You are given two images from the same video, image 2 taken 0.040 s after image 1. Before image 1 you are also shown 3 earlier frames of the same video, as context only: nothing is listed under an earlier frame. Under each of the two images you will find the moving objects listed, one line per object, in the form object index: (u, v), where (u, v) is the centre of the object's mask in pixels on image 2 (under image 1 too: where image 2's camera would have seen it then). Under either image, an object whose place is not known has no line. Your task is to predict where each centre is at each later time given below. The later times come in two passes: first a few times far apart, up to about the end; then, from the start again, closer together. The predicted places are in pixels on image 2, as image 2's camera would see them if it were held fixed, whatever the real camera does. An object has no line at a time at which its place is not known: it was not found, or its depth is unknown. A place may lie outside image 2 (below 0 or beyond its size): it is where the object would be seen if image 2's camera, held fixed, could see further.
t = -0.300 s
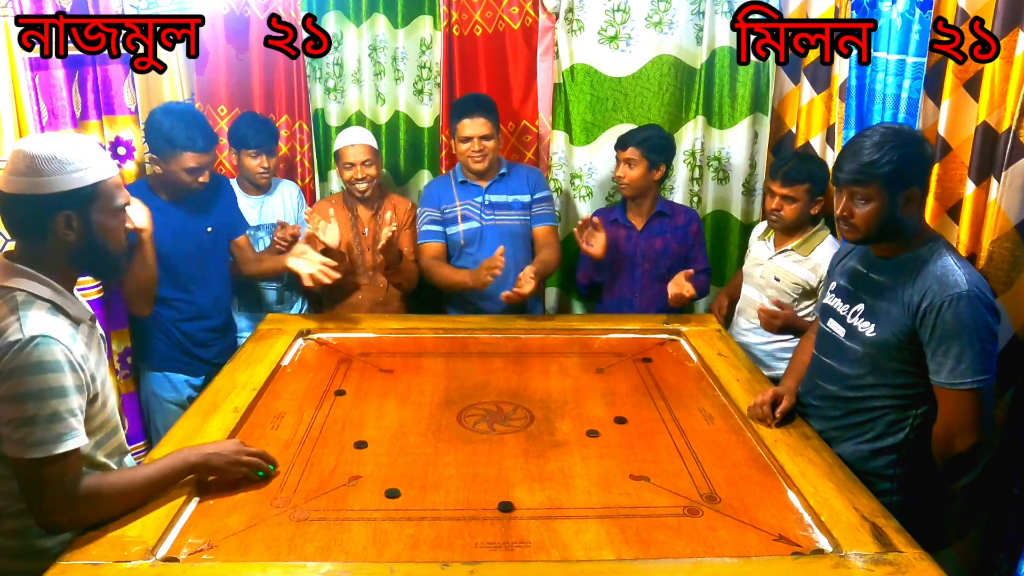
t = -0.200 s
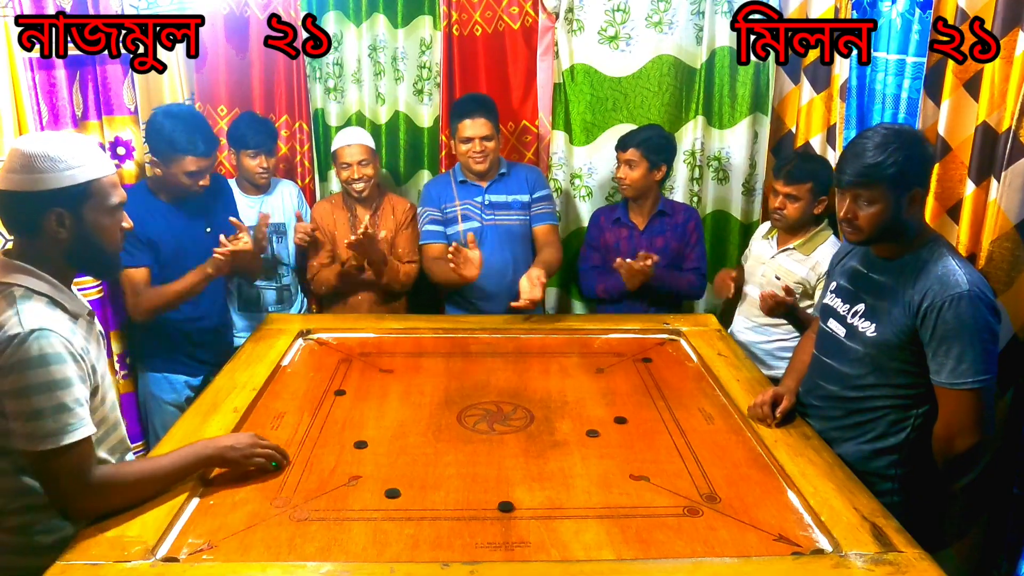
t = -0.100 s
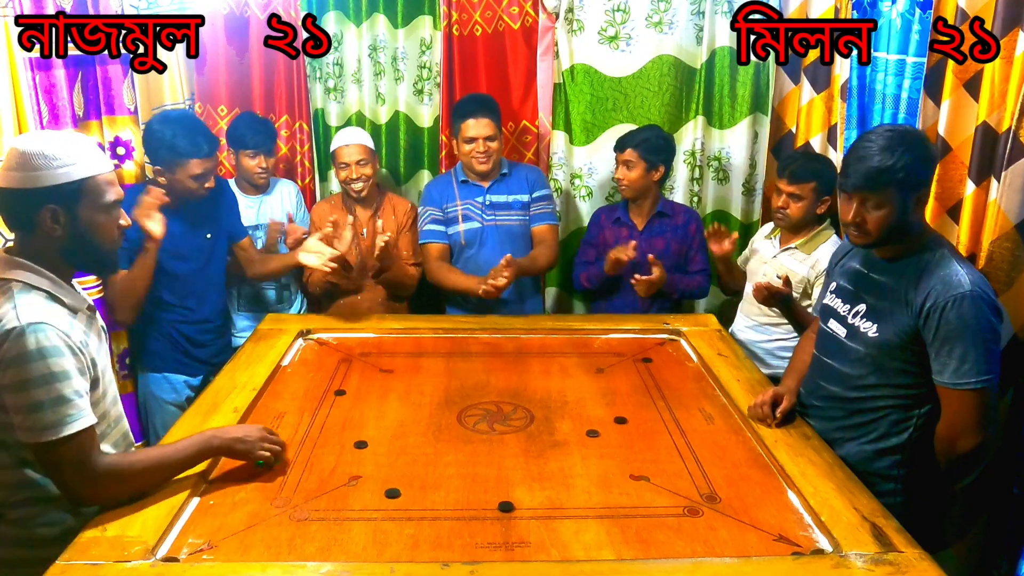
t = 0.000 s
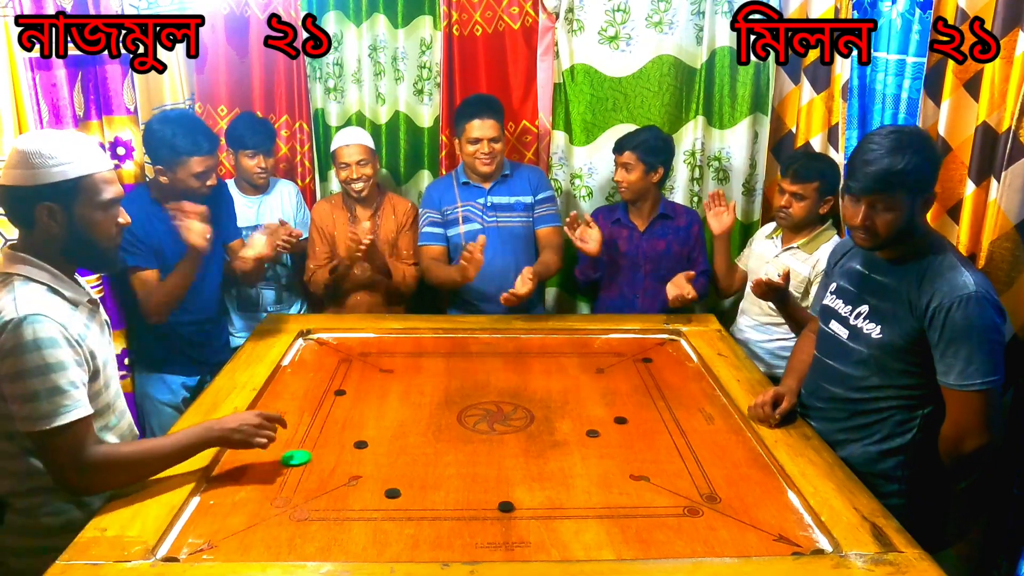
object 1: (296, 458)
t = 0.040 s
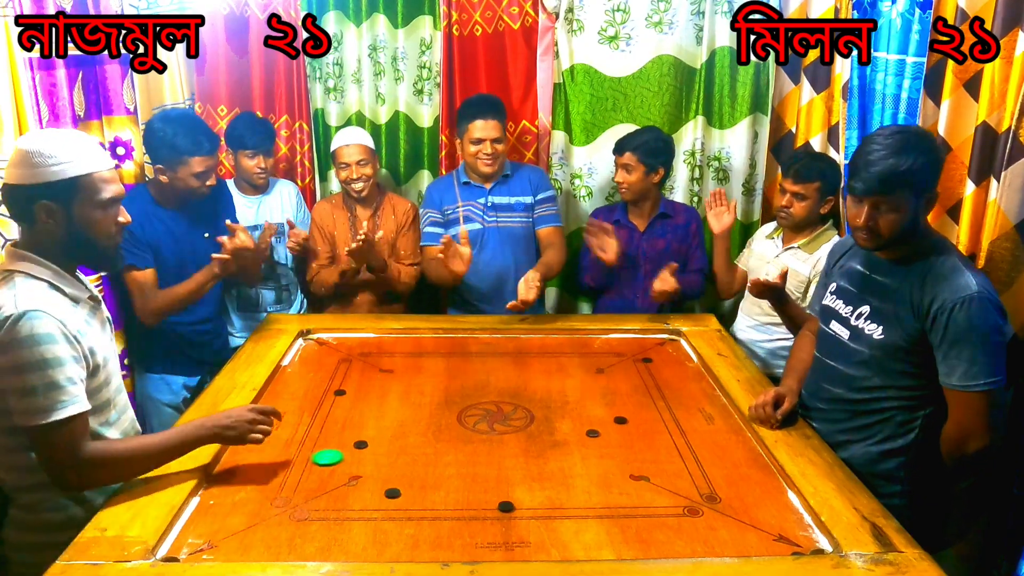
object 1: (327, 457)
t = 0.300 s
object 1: (513, 455)
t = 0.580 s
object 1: (665, 455)
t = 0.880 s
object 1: (733, 457)
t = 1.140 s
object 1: (694, 458)
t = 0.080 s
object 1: (358, 457)
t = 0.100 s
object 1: (374, 457)
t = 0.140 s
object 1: (403, 456)
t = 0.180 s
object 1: (432, 456)
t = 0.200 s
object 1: (446, 456)
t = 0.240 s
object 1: (473, 456)
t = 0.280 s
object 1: (500, 456)
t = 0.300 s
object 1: (513, 455)
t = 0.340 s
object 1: (537, 455)
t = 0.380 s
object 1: (561, 455)
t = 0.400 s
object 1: (572, 455)
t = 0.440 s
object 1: (595, 455)
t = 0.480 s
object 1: (616, 455)
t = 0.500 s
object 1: (626, 455)
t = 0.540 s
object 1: (646, 455)
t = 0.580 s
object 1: (665, 455)
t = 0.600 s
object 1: (674, 456)
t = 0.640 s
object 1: (692, 455)
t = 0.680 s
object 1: (708, 456)
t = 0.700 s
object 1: (717, 456)
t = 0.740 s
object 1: (733, 456)
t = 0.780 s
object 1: (748, 456)
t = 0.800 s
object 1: (752, 456)
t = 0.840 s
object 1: (742, 457)
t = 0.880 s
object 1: (733, 457)
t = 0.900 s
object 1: (729, 457)
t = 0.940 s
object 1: (721, 457)
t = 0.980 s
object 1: (714, 457)
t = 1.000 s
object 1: (711, 458)
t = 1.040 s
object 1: (705, 458)
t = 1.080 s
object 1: (700, 458)
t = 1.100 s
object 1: (698, 458)
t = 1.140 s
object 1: (694, 458)
